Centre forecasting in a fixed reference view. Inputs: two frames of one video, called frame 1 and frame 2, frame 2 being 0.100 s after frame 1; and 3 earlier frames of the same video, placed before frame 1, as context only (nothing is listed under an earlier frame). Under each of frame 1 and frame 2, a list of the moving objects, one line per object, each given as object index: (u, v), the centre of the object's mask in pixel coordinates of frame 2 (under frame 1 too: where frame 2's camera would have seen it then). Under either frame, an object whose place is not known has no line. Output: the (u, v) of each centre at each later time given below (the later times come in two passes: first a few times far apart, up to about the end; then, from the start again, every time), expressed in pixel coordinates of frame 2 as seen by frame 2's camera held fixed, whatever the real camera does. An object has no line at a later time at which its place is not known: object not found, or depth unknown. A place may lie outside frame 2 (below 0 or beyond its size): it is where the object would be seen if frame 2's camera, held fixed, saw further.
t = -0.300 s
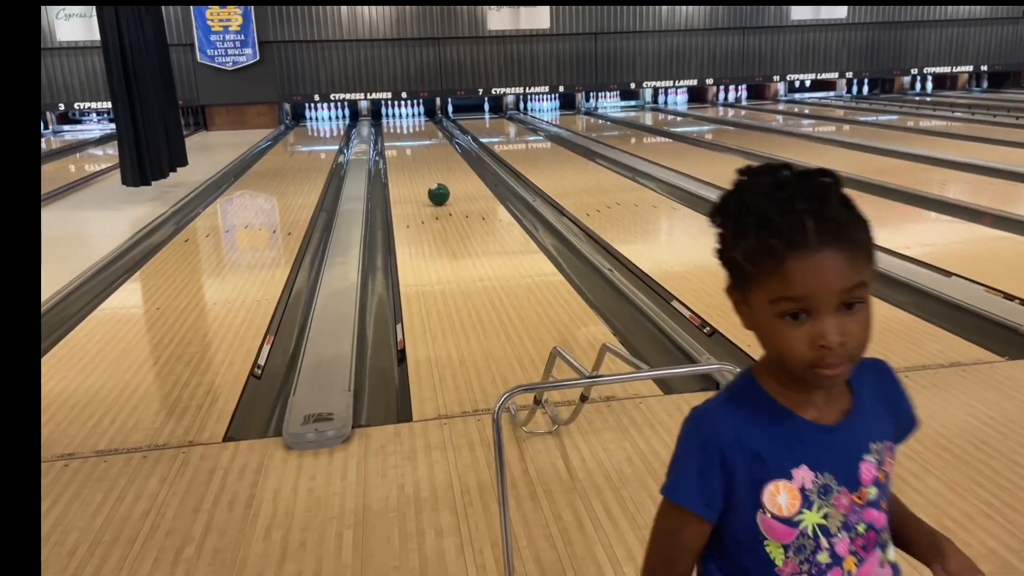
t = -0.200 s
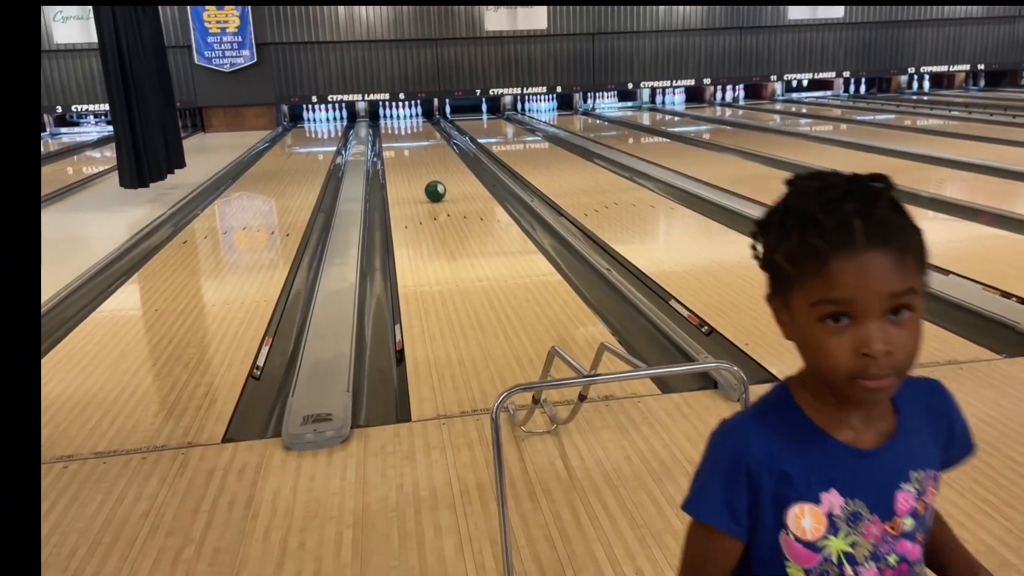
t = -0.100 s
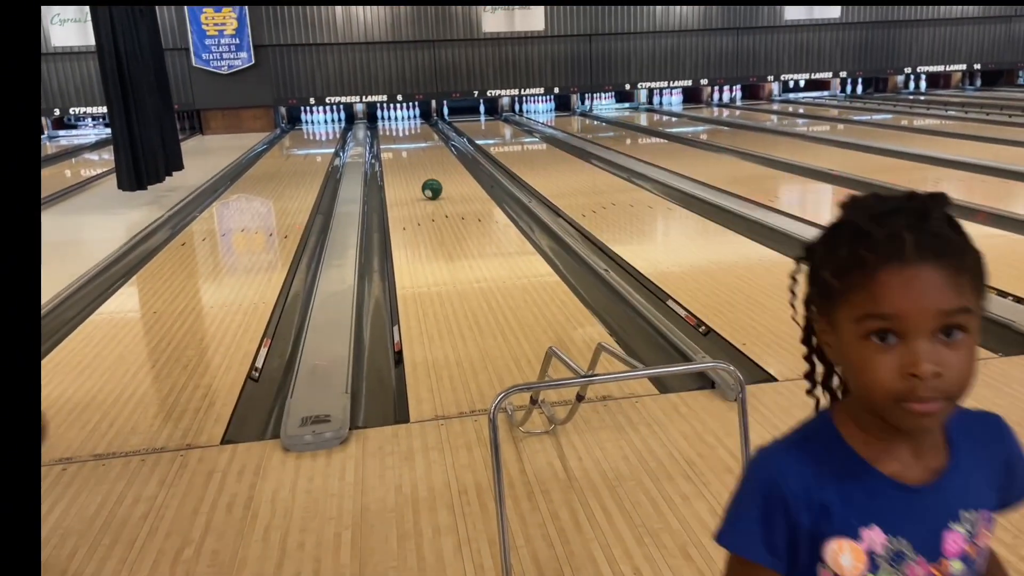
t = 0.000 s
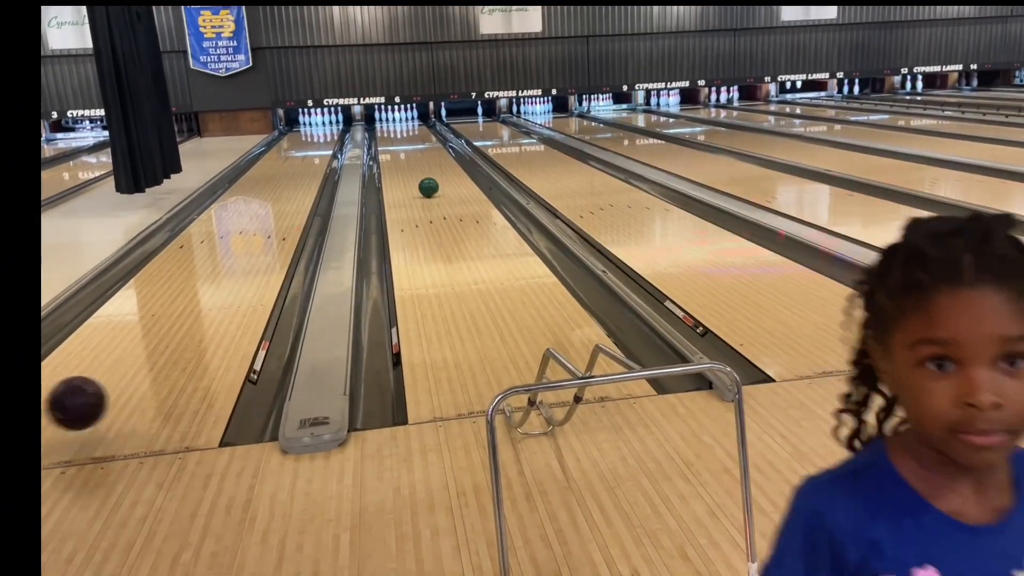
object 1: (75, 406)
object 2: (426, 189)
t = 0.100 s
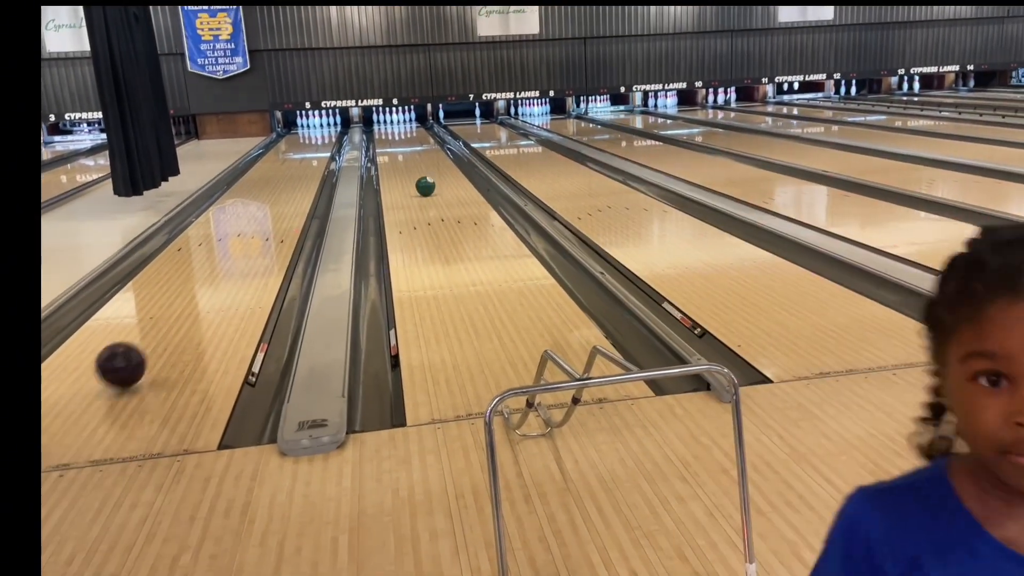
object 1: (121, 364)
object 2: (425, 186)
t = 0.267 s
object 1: (171, 308)
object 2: (423, 181)
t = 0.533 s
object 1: (219, 250)
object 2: (421, 174)
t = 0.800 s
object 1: (248, 215)
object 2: (419, 167)
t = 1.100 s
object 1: (270, 189)
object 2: (417, 161)
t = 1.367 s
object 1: (283, 172)
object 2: (415, 156)
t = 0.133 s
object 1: (133, 352)
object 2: (425, 184)
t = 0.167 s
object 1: (144, 339)
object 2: (424, 184)
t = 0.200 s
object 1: (154, 328)
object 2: (424, 183)
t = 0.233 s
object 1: (163, 317)
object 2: (424, 182)
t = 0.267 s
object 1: (171, 308)
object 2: (423, 181)
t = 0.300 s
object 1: (179, 298)
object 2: (423, 180)
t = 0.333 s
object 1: (186, 290)
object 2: (423, 179)
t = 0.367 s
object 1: (192, 282)
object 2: (422, 178)
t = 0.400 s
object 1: (198, 275)
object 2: (422, 177)
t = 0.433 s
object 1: (204, 268)
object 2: (422, 176)
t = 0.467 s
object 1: (209, 262)
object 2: (421, 175)
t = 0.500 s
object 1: (214, 256)
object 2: (421, 175)
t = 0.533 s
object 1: (219, 250)
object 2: (421, 174)
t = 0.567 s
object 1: (223, 245)
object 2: (421, 173)
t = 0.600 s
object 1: (228, 240)
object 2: (420, 172)
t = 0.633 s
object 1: (231, 235)
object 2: (420, 171)
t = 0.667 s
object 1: (235, 231)
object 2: (420, 170)
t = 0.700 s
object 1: (239, 226)
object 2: (419, 170)
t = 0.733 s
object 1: (242, 222)
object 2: (419, 169)
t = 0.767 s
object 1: (245, 219)
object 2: (419, 168)
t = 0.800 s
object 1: (248, 215)
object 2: (419, 167)
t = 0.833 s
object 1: (251, 212)
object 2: (419, 167)
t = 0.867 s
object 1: (254, 208)
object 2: (418, 166)
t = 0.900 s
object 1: (256, 205)
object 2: (418, 165)
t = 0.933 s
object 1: (259, 202)
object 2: (418, 164)
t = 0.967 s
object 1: (261, 199)
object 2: (418, 164)
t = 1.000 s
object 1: (263, 197)
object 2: (417, 163)
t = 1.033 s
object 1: (265, 194)
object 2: (417, 162)
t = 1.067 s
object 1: (268, 191)
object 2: (417, 162)
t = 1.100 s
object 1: (270, 189)
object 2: (417, 161)
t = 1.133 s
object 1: (272, 186)
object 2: (417, 160)
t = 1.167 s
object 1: (273, 184)
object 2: (417, 160)
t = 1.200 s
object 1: (275, 182)
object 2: (416, 159)
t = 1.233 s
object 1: (277, 180)
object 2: (416, 158)
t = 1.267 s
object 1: (278, 178)
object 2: (416, 158)
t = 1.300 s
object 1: (280, 176)
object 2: (416, 157)
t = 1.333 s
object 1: (282, 174)
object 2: (416, 157)
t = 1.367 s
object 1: (283, 172)
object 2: (415, 156)
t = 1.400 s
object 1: (285, 170)
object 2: (415, 156)
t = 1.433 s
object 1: (286, 169)
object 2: (415, 155)
